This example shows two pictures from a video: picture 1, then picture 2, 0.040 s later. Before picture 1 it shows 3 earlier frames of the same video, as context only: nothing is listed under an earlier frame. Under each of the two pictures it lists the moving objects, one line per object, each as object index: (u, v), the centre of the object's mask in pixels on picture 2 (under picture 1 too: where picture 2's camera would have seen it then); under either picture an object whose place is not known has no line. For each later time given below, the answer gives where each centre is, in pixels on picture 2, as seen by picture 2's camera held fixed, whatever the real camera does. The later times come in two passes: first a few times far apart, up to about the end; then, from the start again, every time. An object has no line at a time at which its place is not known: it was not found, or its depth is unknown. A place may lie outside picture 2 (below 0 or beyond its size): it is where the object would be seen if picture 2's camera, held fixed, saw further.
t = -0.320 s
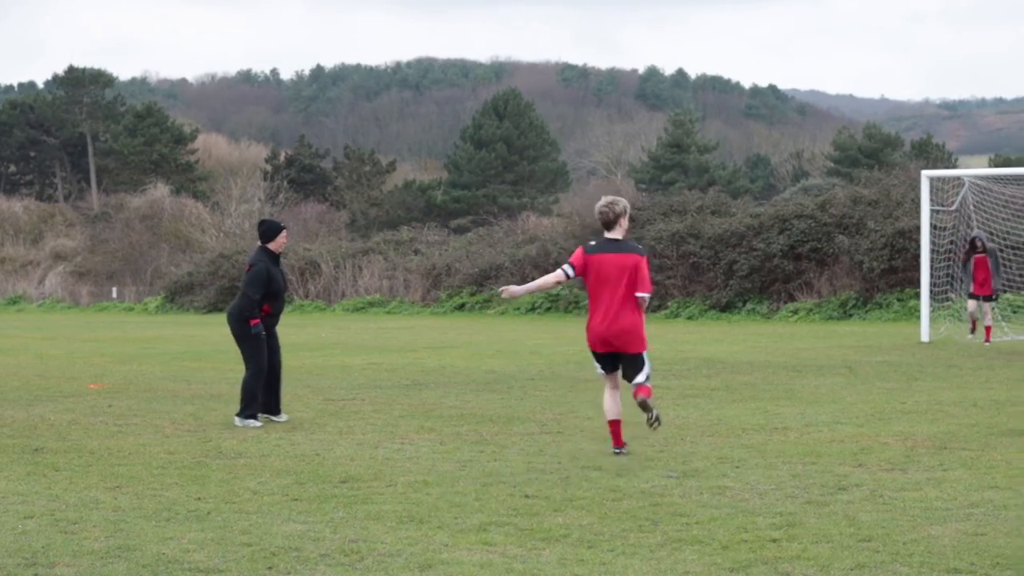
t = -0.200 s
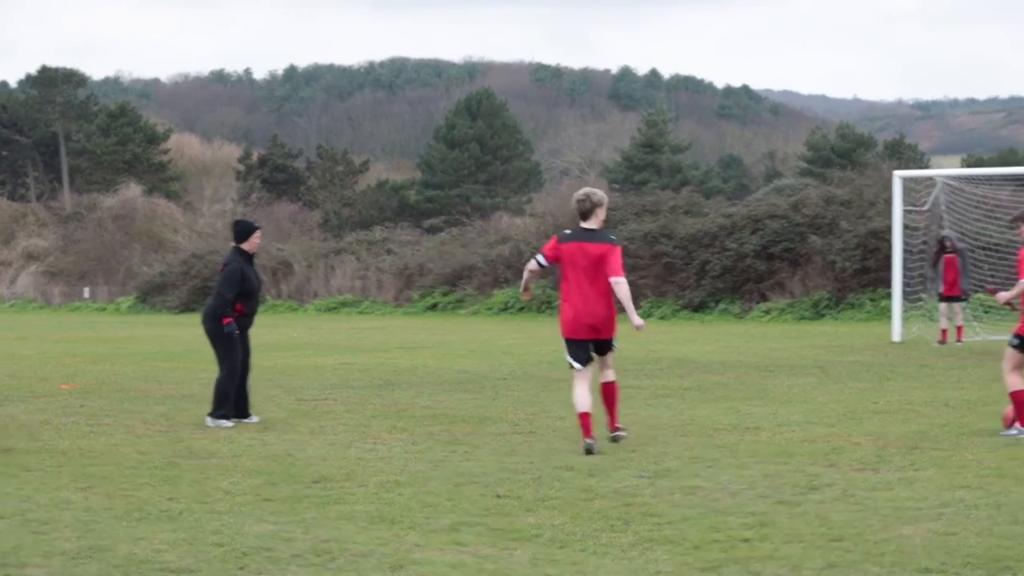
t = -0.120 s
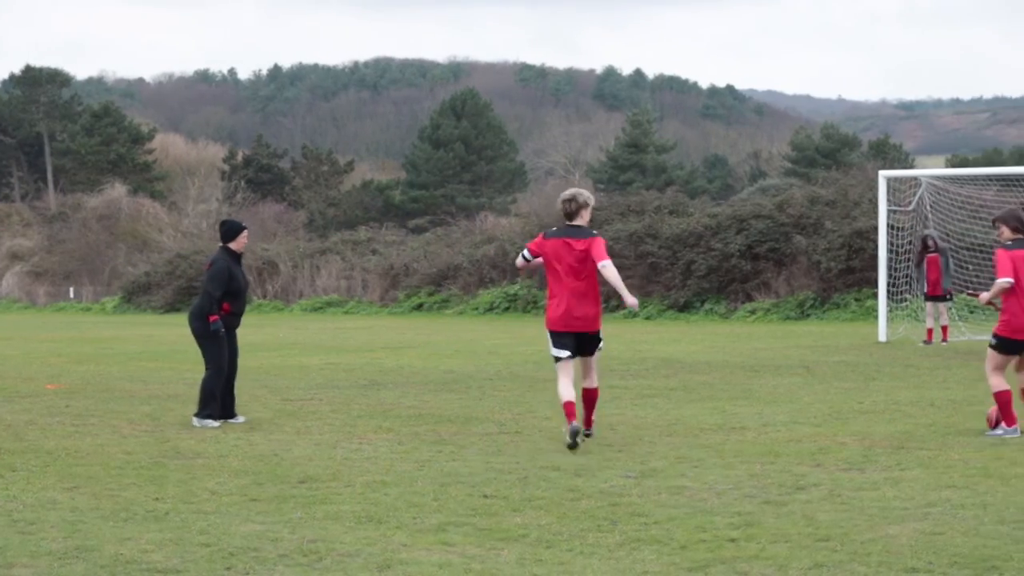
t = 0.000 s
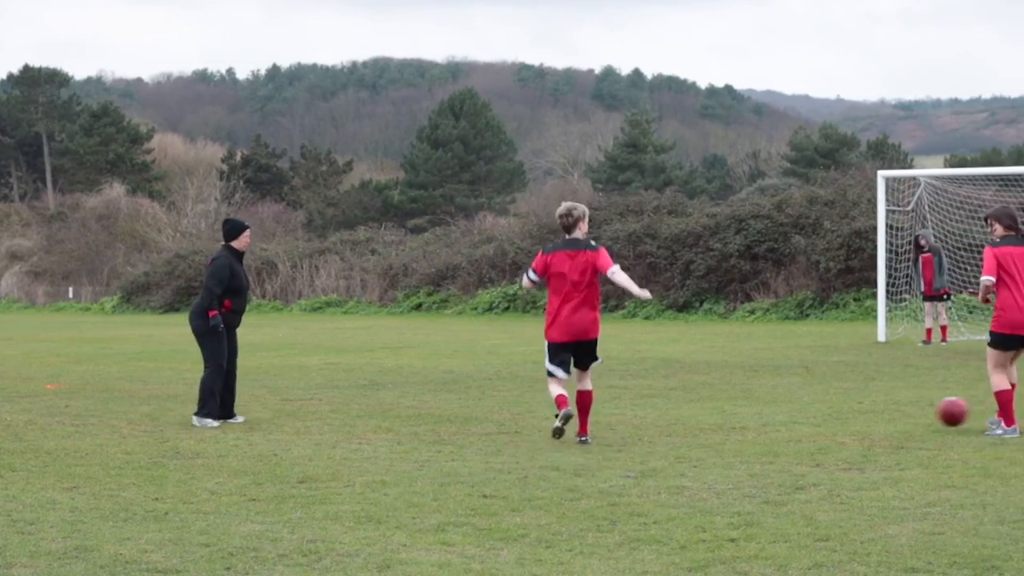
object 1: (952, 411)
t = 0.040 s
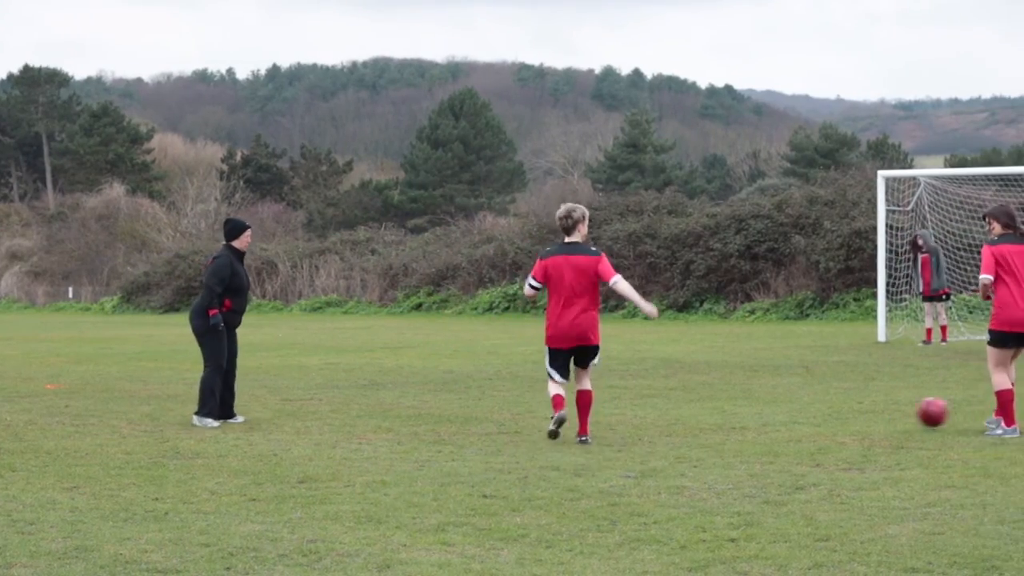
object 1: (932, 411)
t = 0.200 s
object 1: (862, 413)
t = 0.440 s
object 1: (789, 416)
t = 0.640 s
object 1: (738, 413)
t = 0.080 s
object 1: (912, 414)
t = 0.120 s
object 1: (893, 415)
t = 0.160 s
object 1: (877, 413)
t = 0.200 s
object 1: (862, 413)
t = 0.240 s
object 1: (847, 414)
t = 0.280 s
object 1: (832, 416)
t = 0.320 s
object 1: (821, 413)
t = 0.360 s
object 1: (810, 413)
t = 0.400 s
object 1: (800, 414)
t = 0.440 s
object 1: (789, 416)
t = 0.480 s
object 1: (779, 414)
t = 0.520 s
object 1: (768, 414)
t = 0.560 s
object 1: (757, 416)
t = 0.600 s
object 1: (748, 414)
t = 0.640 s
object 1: (738, 413)
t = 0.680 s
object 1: (728, 414)
